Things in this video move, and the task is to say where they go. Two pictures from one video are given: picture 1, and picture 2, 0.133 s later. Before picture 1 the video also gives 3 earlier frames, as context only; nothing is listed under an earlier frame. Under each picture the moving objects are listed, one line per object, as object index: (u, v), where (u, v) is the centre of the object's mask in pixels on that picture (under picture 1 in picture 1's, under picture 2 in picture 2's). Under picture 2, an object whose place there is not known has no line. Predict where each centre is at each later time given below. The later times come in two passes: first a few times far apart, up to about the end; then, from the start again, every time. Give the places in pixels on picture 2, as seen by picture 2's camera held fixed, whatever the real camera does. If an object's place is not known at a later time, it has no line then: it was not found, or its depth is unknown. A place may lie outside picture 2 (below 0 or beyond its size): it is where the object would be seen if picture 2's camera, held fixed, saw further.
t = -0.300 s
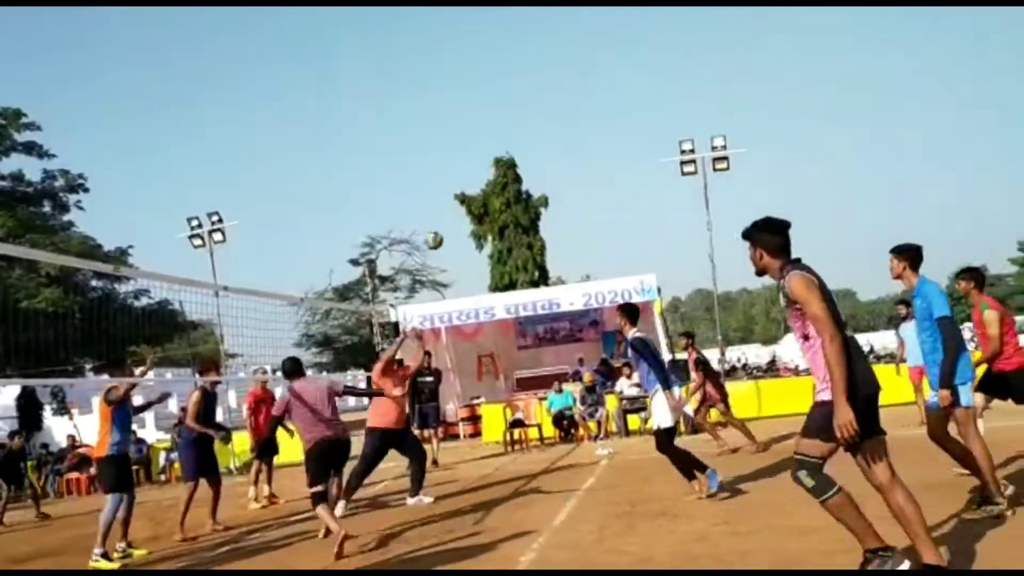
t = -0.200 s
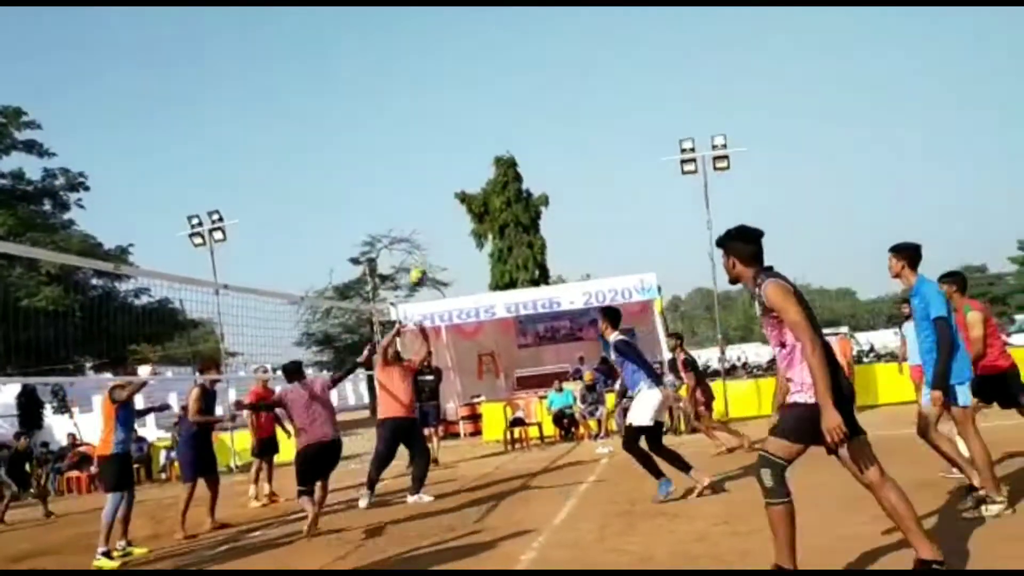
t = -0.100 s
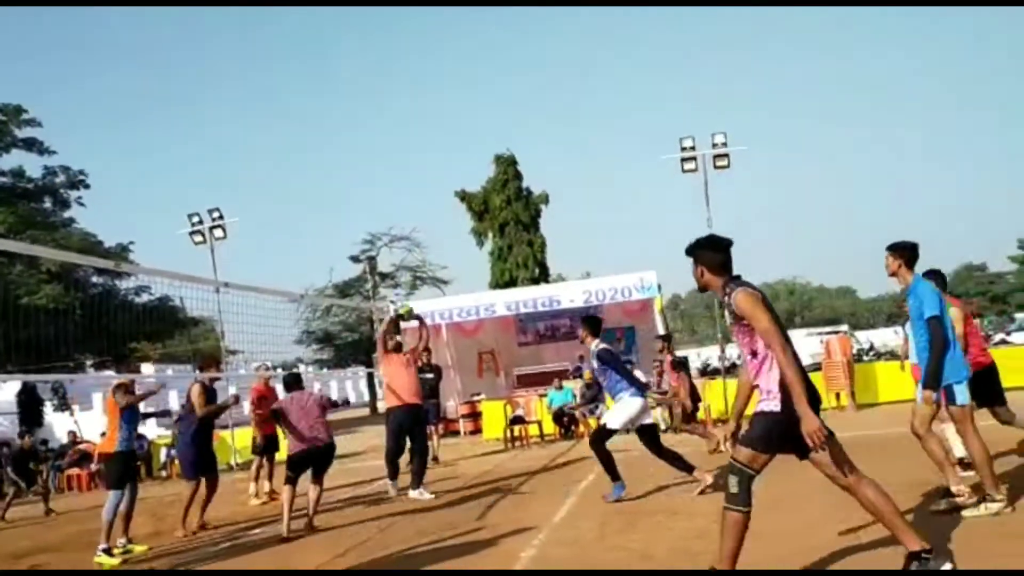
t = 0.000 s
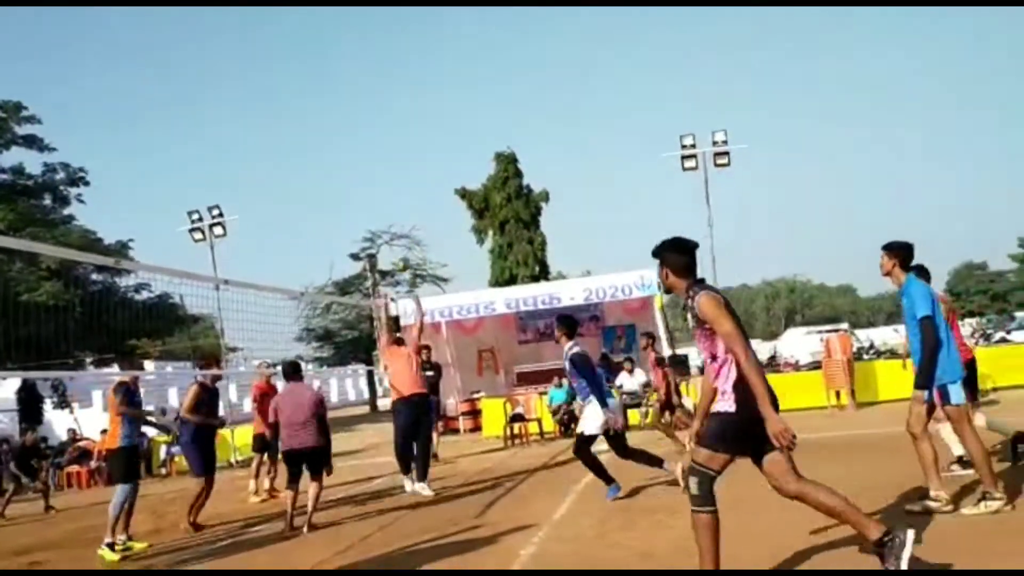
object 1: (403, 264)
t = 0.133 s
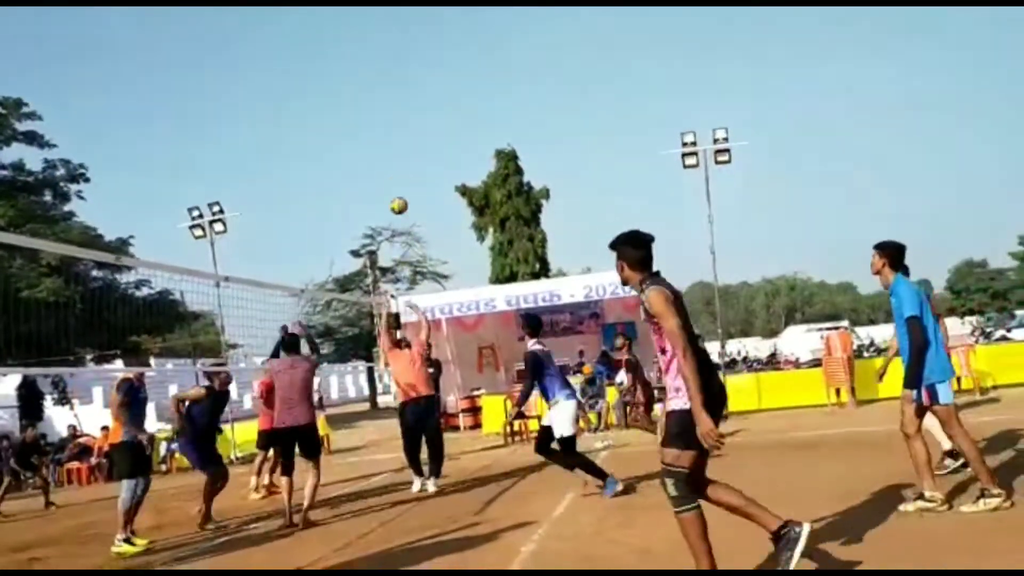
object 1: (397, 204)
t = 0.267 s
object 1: (398, 166)
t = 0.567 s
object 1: (403, 137)
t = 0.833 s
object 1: (415, 168)
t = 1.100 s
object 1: (432, 246)
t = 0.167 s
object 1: (397, 193)
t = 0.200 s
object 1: (397, 183)
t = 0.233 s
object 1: (397, 174)
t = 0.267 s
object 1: (398, 166)
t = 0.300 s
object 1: (398, 159)
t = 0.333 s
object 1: (398, 154)
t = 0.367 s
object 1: (399, 148)
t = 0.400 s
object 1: (399, 145)
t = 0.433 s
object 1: (400, 142)
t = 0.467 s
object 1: (401, 140)
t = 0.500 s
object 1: (401, 138)
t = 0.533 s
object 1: (402, 137)
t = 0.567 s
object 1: (403, 137)
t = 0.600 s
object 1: (404, 138)
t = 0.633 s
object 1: (405, 140)
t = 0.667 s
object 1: (407, 143)
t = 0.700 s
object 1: (409, 147)
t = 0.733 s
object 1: (411, 152)
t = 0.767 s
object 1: (413, 156)
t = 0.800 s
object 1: (415, 162)
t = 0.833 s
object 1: (415, 168)
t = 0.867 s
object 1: (416, 176)
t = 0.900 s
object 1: (418, 183)
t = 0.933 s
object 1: (420, 192)
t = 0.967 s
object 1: (422, 201)
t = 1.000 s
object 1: (424, 211)
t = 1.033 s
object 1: (425, 222)
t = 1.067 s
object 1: (430, 235)
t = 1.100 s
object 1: (432, 246)
